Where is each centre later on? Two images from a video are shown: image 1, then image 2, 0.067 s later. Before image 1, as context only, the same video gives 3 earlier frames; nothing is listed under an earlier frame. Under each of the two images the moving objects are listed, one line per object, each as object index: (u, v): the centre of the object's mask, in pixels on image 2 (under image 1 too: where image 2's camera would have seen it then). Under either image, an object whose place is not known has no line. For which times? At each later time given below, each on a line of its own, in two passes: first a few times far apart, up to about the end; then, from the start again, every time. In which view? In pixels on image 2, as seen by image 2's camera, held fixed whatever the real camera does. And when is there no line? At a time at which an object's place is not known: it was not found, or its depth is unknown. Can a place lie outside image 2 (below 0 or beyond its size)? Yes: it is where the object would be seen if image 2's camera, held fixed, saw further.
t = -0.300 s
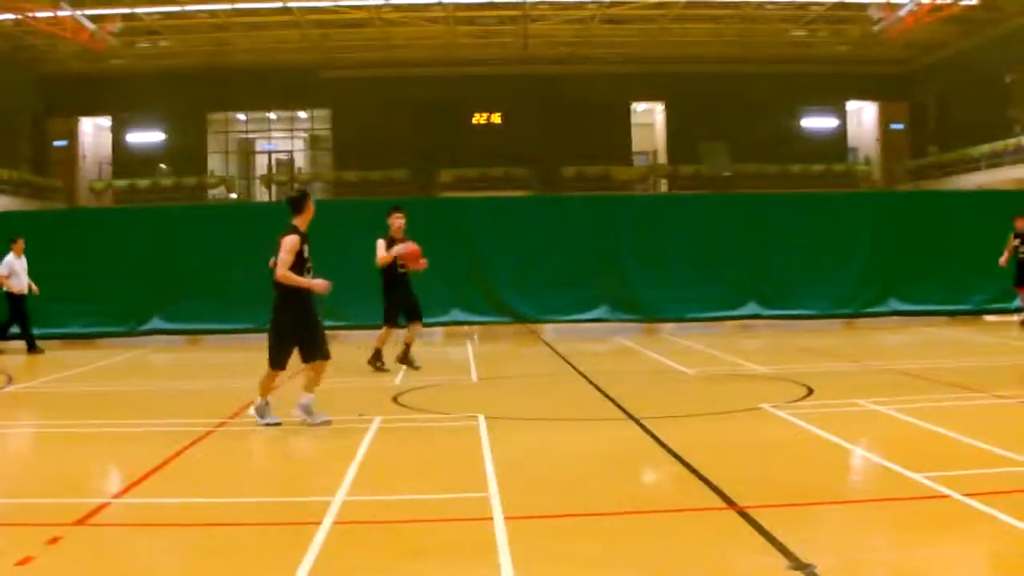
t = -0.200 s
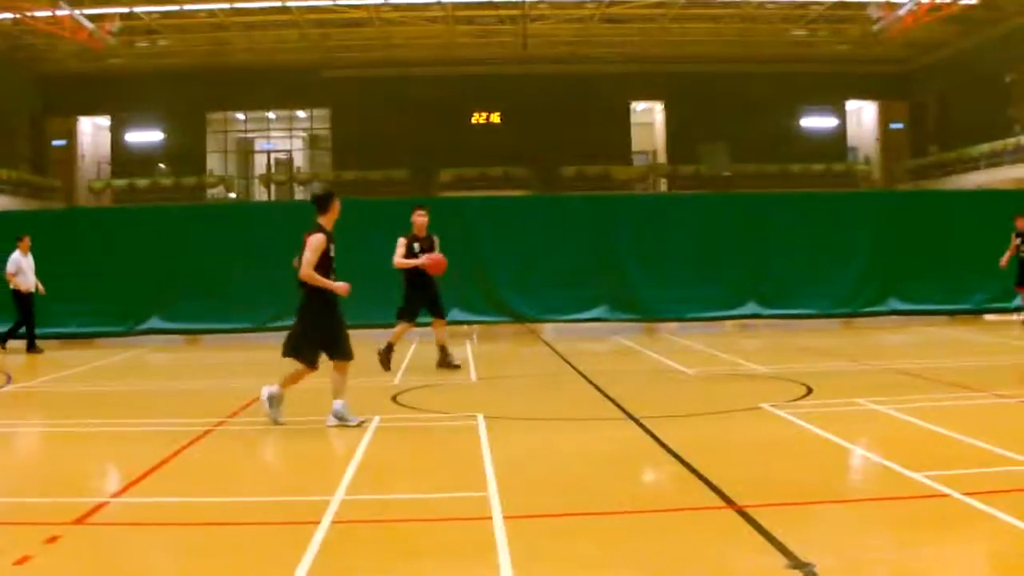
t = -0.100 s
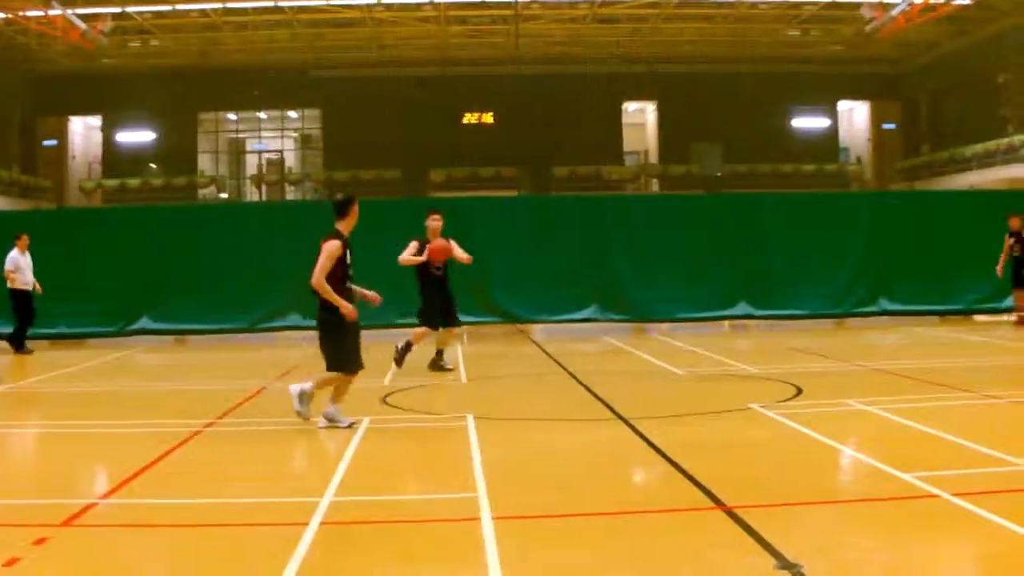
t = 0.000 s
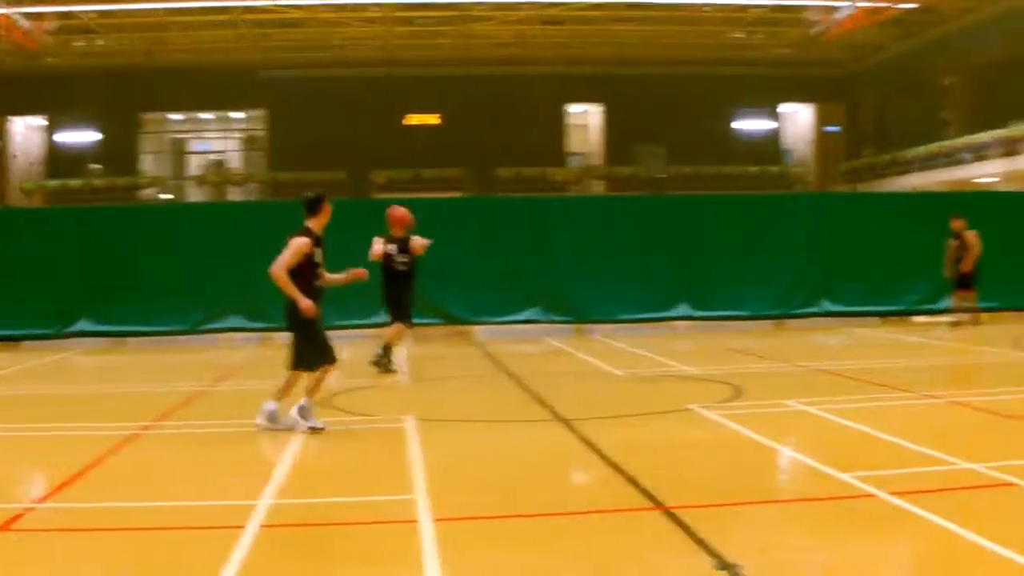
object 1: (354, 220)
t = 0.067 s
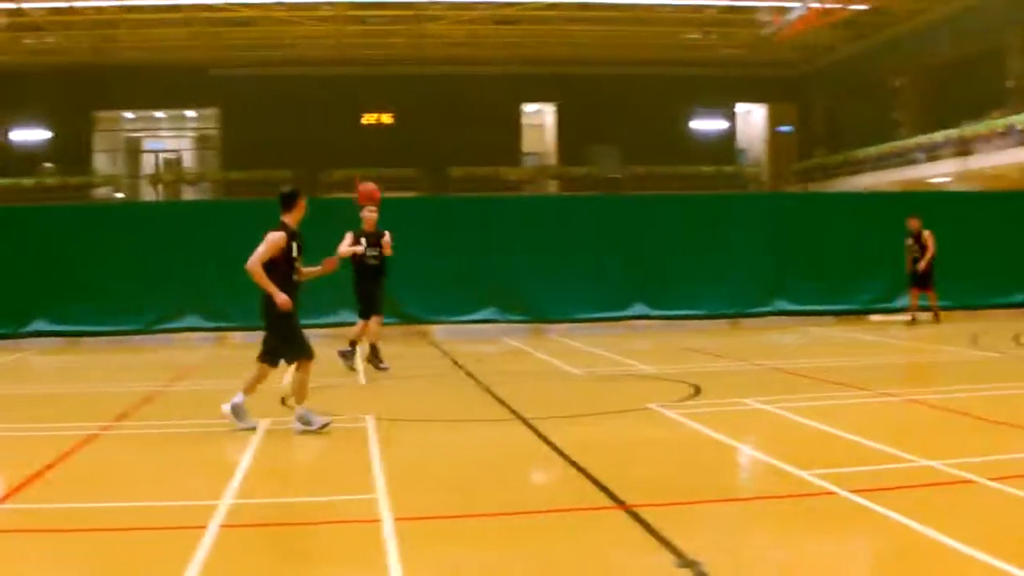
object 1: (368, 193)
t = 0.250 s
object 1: (406, 151)
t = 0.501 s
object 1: (481, 138)
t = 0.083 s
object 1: (372, 188)
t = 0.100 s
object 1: (374, 184)
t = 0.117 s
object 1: (378, 180)
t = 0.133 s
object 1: (383, 176)
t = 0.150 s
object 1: (385, 173)
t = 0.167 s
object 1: (388, 169)
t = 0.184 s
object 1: (391, 164)
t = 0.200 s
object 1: (394, 161)
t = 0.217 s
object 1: (399, 157)
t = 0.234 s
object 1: (403, 154)
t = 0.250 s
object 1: (406, 151)
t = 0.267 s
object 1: (410, 149)
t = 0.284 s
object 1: (416, 145)
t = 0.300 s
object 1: (420, 143)
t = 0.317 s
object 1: (424, 141)
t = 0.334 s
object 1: (428, 138)
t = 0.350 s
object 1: (433, 137)
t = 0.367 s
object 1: (437, 137)
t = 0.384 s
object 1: (443, 136)
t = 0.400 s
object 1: (447, 137)
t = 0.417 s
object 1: (453, 137)
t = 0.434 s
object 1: (459, 137)
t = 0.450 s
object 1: (464, 137)
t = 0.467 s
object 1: (470, 137)
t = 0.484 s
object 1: (475, 138)
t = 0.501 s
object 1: (481, 138)
